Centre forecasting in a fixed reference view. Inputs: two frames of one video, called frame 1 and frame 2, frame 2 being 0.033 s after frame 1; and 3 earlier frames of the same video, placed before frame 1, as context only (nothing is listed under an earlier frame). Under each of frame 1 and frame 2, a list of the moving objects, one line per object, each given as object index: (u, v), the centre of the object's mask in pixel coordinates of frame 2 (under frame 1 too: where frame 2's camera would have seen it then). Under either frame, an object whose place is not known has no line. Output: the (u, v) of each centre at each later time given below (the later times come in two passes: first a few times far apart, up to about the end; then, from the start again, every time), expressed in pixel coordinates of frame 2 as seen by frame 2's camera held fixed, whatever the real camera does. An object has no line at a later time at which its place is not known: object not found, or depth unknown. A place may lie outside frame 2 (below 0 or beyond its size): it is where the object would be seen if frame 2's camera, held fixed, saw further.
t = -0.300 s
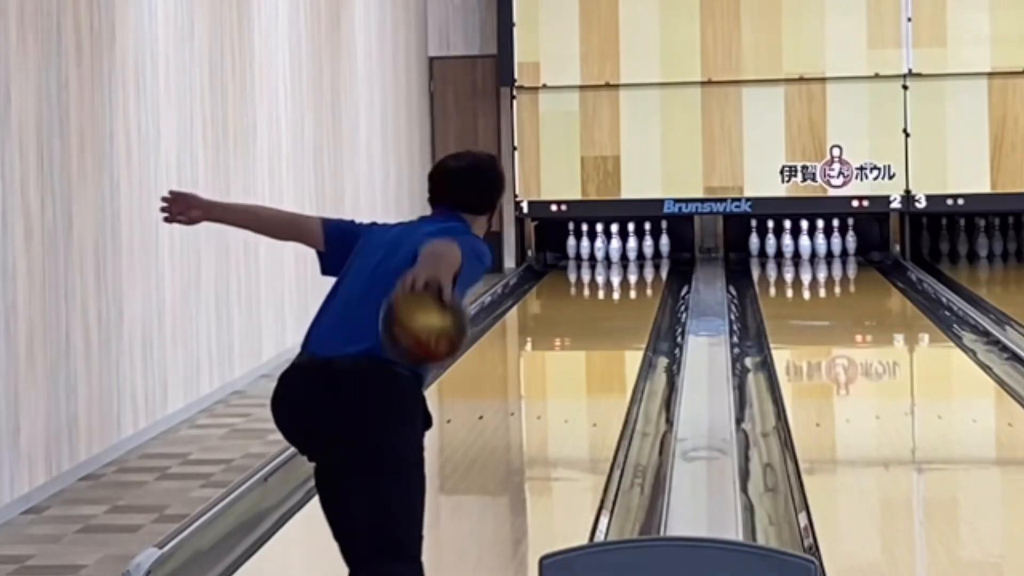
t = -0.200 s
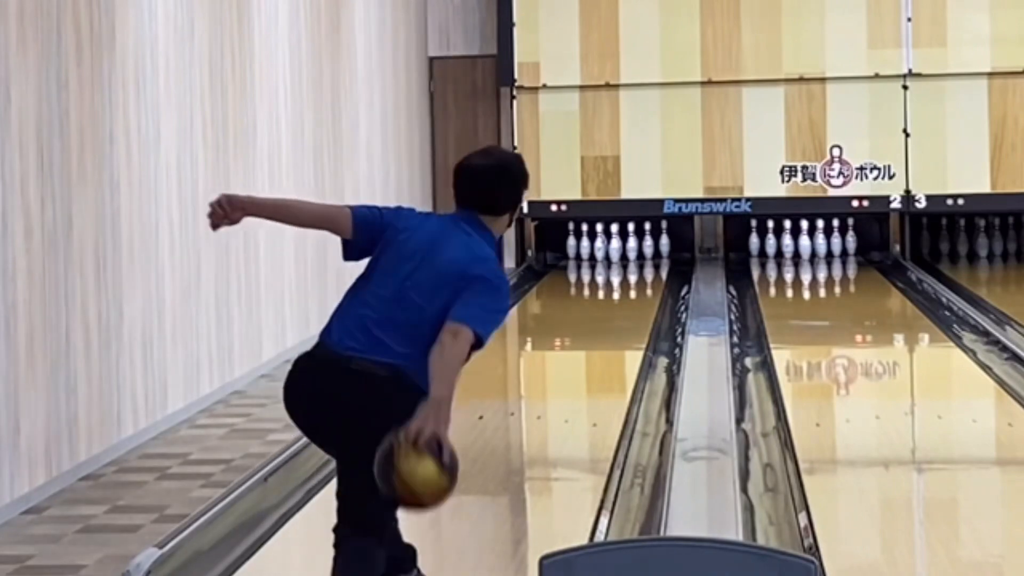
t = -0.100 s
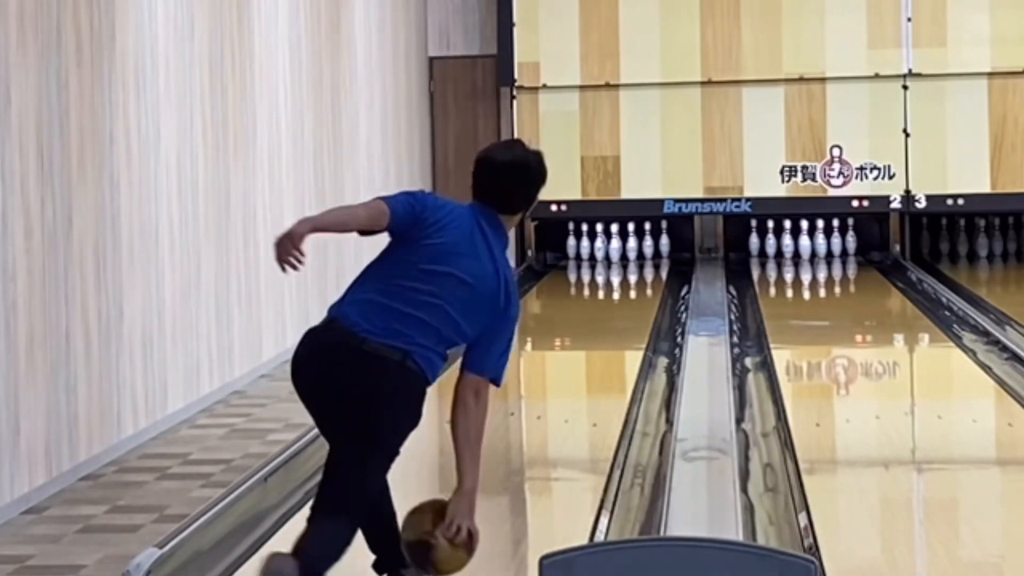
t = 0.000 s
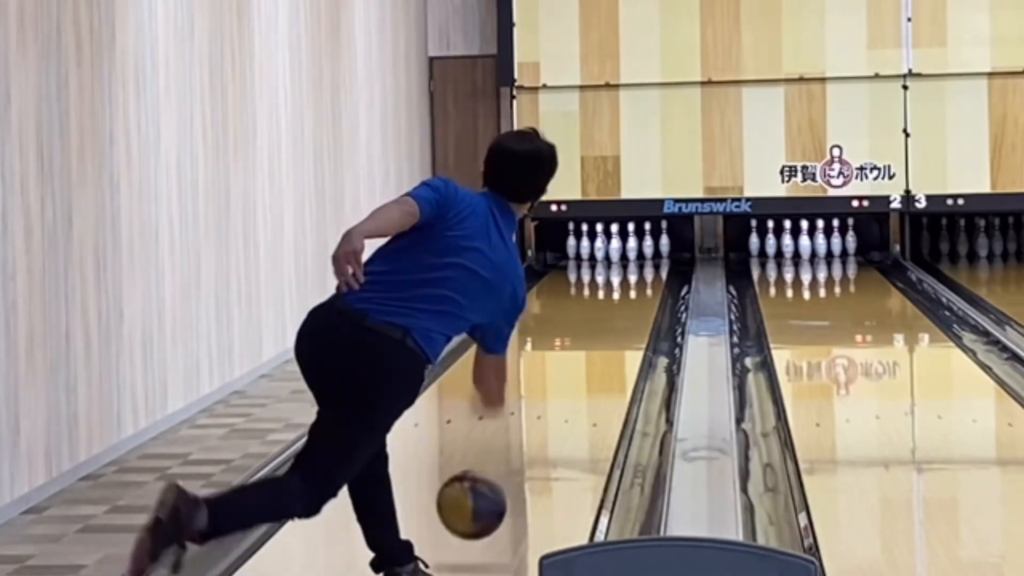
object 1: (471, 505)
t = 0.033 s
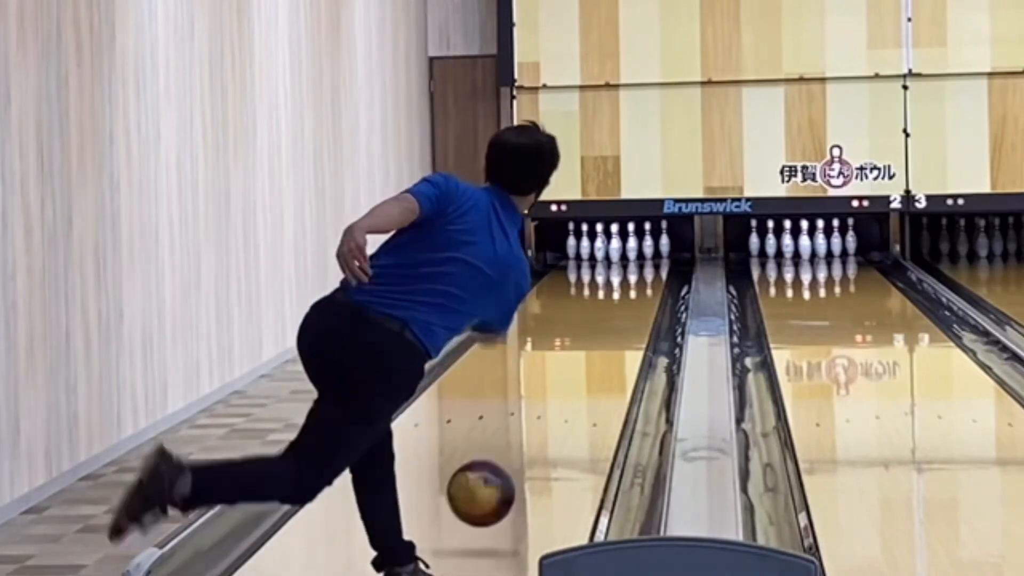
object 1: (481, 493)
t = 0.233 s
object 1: (526, 459)
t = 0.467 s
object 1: (563, 407)
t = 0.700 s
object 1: (589, 369)
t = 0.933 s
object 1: (608, 339)
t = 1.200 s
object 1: (624, 315)
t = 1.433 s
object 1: (633, 296)
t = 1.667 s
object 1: (639, 282)
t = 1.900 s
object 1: (641, 270)
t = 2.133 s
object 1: (636, 260)
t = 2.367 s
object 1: (627, 253)
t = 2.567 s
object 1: (633, 249)
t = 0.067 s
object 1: (490, 485)
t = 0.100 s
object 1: (498, 481)
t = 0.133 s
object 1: (506, 481)
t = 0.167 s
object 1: (513, 477)
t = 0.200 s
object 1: (520, 466)
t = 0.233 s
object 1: (526, 459)
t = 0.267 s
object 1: (532, 451)
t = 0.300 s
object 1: (538, 443)
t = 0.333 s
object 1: (544, 435)
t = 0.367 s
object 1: (549, 427)
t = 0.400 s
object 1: (554, 420)
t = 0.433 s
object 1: (558, 414)
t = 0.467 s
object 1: (563, 407)
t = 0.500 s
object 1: (567, 401)
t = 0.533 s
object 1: (571, 395)
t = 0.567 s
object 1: (575, 389)
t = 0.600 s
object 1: (579, 384)
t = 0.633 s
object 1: (582, 378)
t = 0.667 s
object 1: (586, 373)
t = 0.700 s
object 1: (589, 369)
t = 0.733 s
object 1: (592, 364)
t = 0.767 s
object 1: (595, 359)
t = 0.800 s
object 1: (598, 356)
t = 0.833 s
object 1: (601, 351)
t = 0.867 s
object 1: (604, 348)
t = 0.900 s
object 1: (606, 344)
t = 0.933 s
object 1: (608, 339)
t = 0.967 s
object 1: (610, 336)
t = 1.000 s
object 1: (612, 333)
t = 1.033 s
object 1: (615, 330)
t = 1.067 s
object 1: (617, 327)
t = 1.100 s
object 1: (619, 323)
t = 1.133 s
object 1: (620, 320)
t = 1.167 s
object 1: (621, 317)
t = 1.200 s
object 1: (624, 315)
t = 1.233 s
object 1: (625, 312)
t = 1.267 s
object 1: (627, 308)
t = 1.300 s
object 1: (628, 307)
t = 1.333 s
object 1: (631, 304)
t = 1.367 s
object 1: (631, 301)
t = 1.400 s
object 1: (631, 299)
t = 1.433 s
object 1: (633, 296)
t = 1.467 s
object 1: (634, 294)
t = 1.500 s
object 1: (634, 292)
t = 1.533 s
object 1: (636, 289)
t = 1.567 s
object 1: (636, 288)
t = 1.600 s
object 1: (638, 285)
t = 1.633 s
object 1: (638, 283)
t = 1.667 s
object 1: (639, 282)
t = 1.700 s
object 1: (639, 280)
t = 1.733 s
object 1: (640, 278)
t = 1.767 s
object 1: (640, 276)
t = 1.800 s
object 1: (640, 274)
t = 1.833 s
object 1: (640, 273)
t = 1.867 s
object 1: (641, 272)
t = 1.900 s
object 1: (641, 270)
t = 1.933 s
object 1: (640, 269)
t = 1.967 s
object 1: (640, 267)
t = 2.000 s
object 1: (639, 265)
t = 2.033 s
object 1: (639, 264)
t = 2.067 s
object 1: (638, 263)
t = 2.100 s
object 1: (637, 261)
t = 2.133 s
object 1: (636, 260)
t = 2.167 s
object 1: (635, 260)
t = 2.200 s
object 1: (634, 259)
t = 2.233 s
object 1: (633, 258)
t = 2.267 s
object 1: (632, 257)
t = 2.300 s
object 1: (632, 256)
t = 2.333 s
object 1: (630, 256)
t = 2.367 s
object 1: (627, 253)
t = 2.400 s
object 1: (627, 252)
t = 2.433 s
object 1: (629, 251)
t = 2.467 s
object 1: (628, 251)
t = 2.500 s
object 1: (628, 251)
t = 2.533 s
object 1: (627, 249)
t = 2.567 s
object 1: (633, 249)
